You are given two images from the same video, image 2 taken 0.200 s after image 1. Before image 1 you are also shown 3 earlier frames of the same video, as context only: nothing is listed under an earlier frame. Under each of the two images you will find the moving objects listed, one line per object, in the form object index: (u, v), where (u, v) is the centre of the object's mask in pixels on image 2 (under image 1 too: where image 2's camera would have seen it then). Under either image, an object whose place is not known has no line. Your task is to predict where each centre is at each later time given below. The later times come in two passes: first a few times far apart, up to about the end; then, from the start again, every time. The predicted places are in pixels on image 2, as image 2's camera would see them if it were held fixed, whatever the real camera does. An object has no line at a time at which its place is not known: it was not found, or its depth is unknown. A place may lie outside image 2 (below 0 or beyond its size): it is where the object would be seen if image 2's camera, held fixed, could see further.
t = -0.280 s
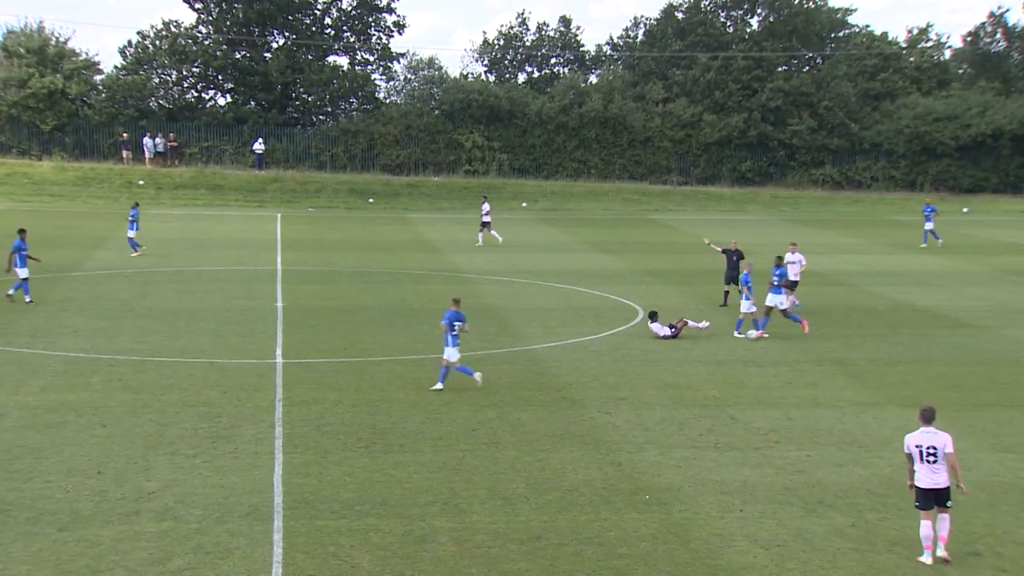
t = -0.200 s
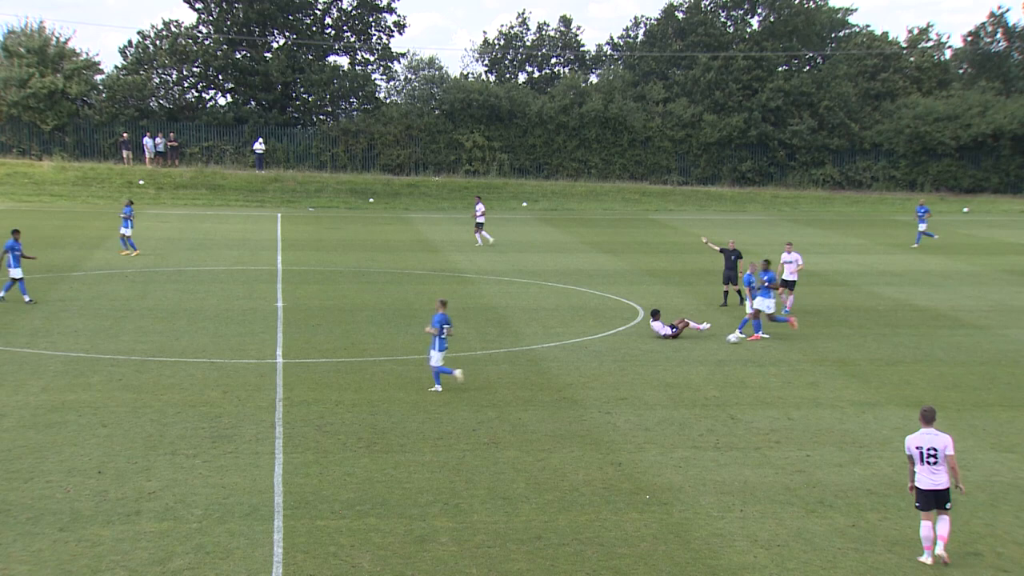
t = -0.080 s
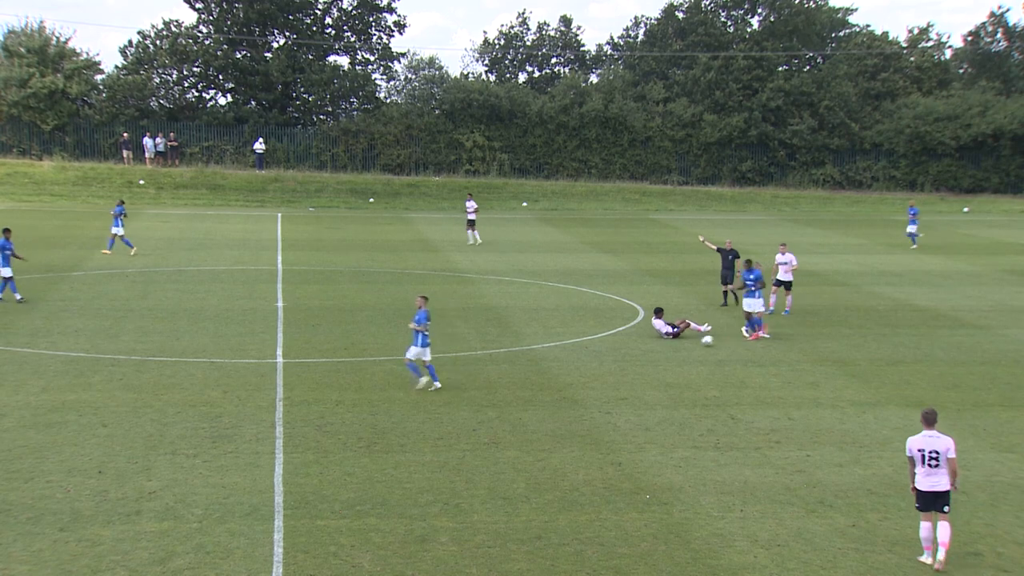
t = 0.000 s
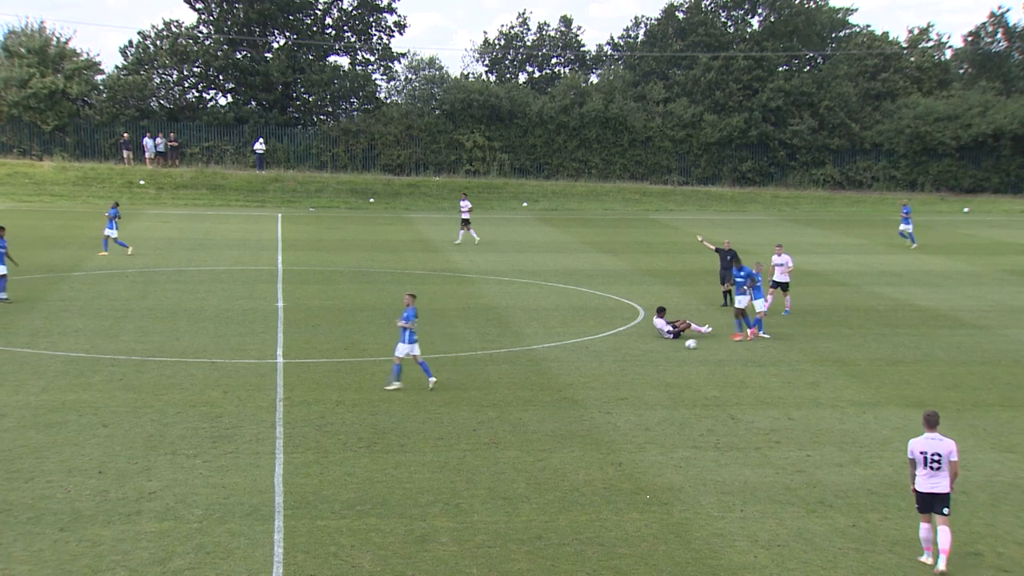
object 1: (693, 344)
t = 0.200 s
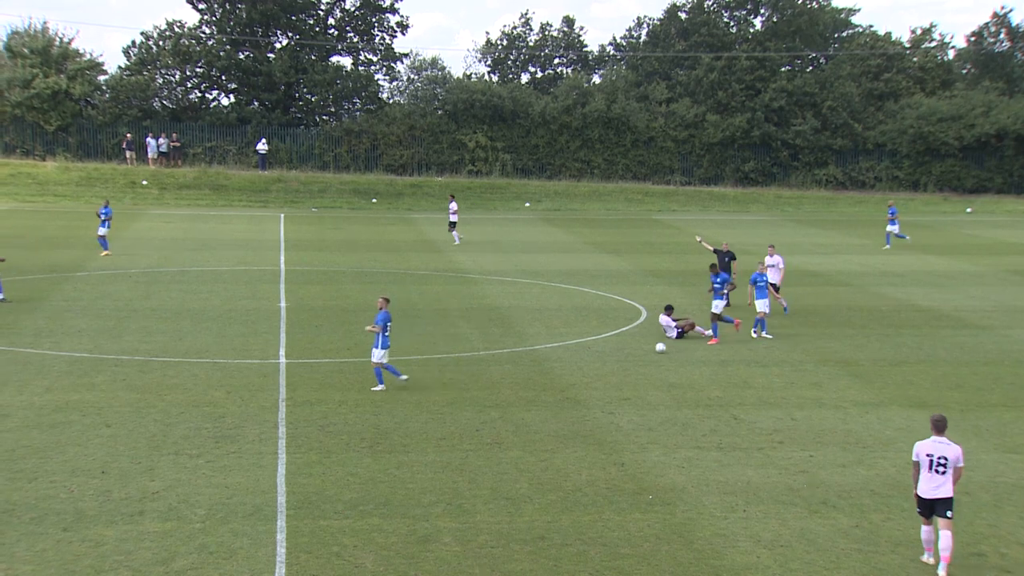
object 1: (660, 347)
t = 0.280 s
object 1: (649, 348)
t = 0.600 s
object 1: (606, 355)
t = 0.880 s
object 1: (570, 359)
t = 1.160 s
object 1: (536, 363)
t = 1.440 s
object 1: (503, 368)
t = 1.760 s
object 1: (468, 373)
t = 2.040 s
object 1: (439, 377)
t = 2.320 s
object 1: (412, 382)
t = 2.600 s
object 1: (386, 385)
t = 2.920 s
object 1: (359, 389)
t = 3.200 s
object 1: (337, 392)
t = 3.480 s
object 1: (317, 396)
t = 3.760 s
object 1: (299, 399)
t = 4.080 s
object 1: (281, 402)
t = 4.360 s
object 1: (268, 404)
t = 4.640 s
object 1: (258, 406)
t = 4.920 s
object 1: (250, 407)
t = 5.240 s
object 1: (244, 408)
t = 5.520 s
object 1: (240, 408)
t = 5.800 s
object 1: (240, 408)
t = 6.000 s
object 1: (241, 408)
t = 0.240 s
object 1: (655, 347)
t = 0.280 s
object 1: (649, 348)
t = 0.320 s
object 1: (643, 350)
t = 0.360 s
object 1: (638, 350)
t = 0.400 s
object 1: (633, 351)
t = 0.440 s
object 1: (627, 352)
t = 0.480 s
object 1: (622, 353)
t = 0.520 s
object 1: (616, 353)
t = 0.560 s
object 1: (611, 354)
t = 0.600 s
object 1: (606, 355)
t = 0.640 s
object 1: (601, 355)
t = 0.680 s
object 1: (596, 356)
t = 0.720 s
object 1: (591, 357)
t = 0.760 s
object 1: (585, 357)
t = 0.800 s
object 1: (580, 358)
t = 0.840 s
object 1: (575, 359)
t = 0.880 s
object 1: (570, 359)
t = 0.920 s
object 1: (565, 360)
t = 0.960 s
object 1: (561, 360)
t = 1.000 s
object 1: (555, 361)
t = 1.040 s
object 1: (550, 361)
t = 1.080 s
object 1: (545, 362)
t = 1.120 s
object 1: (540, 363)
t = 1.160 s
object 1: (536, 363)
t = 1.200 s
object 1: (531, 364)
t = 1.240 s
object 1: (526, 365)
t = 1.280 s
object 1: (521, 366)
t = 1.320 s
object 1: (517, 366)
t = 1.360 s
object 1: (512, 367)
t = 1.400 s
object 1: (507, 367)
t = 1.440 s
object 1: (503, 368)
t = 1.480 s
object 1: (498, 369)
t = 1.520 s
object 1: (494, 369)
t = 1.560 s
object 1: (490, 370)
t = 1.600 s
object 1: (485, 370)
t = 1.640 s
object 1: (481, 371)
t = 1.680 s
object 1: (476, 371)
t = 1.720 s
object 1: (472, 372)
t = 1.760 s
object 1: (468, 373)
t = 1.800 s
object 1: (464, 374)
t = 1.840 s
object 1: (459, 374)
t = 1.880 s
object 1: (455, 375)
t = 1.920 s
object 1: (451, 375)
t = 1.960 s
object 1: (447, 376)
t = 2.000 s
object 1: (443, 376)
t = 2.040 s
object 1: (439, 377)
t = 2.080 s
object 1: (435, 378)
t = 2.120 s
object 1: (431, 378)
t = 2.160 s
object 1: (427, 379)
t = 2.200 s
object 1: (423, 380)
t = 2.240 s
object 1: (419, 380)
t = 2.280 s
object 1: (415, 381)
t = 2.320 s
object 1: (412, 382)
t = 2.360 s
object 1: (408, 382)
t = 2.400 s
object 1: (404, 382)
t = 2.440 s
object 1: (400, 383)
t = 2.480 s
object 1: (397, 384)
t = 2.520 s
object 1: (393, 384)
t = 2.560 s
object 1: (389, 385)
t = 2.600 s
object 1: (386, 385)
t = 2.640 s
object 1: (382, 386)
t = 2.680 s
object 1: (379, 387)
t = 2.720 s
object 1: (375, 387)
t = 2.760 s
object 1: (372, 387)
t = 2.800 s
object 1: (368, 388)
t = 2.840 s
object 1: (365, 389)
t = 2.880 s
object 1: (362, 389)
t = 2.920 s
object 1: (359, 389)
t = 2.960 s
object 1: (355, 390)
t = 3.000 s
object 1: (352, 390)
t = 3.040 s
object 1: (349, 391)
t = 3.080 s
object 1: (346, 392)
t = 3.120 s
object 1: (343, 392)
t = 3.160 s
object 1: (339, 392)
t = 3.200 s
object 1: (337, 392)
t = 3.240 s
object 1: (334, 393)
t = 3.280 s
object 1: (331, 393)
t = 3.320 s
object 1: (328, 394)
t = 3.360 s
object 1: (325, 394)
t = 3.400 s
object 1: (322, 395)
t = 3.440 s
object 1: (319, 396)
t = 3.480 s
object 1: (317, 396)
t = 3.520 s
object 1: (314, 396)
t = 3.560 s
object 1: (311, 397)
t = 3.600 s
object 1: (309, 397)
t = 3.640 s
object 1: (306, 398)
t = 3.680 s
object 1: (304, 399)
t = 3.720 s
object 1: (301, 399)
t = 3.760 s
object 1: (299, 399)
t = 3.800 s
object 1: (297, 400)
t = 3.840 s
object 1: (294, 400)
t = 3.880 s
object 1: (292, 400)
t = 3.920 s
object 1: (290, 401)
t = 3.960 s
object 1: (287, 401)
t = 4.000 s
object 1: (285, 402)
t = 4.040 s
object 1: (283, 402)
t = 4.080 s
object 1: (281, 402)
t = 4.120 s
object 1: (279, 403)
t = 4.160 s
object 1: (277, 403)
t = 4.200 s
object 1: (275, 403)
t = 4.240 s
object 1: (273, 403)
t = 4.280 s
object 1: (271, 404)
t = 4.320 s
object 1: (270, 404)
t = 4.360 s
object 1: (268, 404)
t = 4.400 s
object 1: (266, 404)
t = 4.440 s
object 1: (265, 405)
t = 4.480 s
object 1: (263, 405)
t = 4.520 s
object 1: (262, 405)
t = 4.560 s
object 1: (260, 405)
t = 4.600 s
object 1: (259, 406)
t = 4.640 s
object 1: (258, 406)
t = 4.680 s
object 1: (257, 406)
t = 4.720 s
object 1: (255, 406)
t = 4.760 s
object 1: (254, 406)
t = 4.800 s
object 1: (253, 407)
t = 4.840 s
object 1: (252, 407)
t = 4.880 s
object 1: (251, 407)
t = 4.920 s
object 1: (250, 407)
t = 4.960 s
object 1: (249, 407)
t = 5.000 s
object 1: (249, 407)
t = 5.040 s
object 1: (248, 407)
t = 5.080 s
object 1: (247, 407)
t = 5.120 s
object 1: (246, 407)
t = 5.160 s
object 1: (245, 408)
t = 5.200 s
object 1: (244, 408)
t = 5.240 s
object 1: (244, 408)
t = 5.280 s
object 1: (243, 408)
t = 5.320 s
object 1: (242, 408)
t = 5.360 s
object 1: (241, 408)
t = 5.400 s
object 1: (241, 408)
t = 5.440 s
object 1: (240, 408)
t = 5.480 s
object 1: (240, 408)
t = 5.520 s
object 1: (240, 408)
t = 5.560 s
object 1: (240, 408)
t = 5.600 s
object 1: (240, 408)
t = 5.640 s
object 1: (239, 408)
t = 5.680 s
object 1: (239, 408)
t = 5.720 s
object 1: (240, 408)
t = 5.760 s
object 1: (240, 408)
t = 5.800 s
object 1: (240, 408)
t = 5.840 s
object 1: (240, 408)
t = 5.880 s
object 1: (240, 408)
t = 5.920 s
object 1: (240, 408)
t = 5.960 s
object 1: (241, 408)
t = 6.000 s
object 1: (241, 408)
